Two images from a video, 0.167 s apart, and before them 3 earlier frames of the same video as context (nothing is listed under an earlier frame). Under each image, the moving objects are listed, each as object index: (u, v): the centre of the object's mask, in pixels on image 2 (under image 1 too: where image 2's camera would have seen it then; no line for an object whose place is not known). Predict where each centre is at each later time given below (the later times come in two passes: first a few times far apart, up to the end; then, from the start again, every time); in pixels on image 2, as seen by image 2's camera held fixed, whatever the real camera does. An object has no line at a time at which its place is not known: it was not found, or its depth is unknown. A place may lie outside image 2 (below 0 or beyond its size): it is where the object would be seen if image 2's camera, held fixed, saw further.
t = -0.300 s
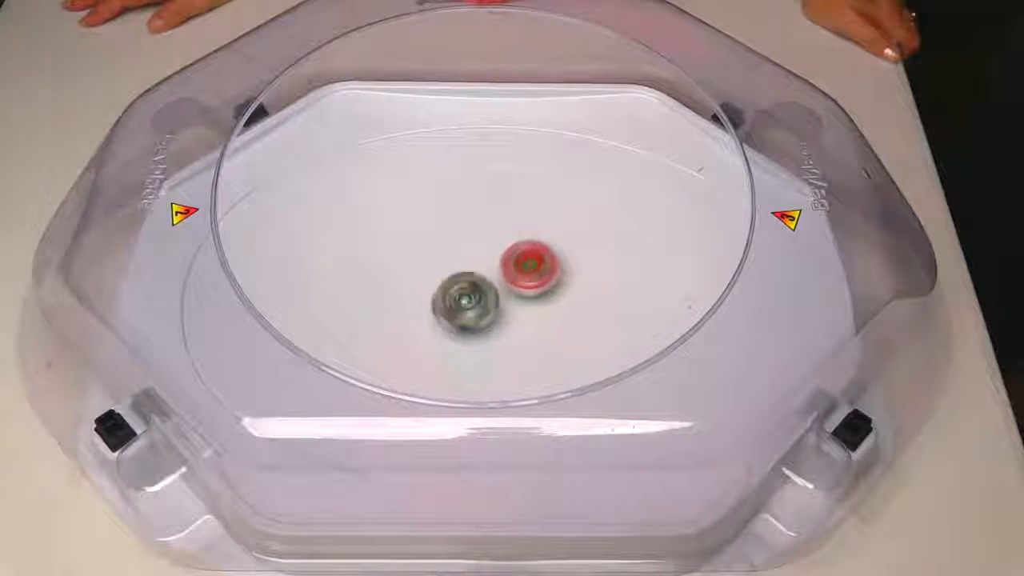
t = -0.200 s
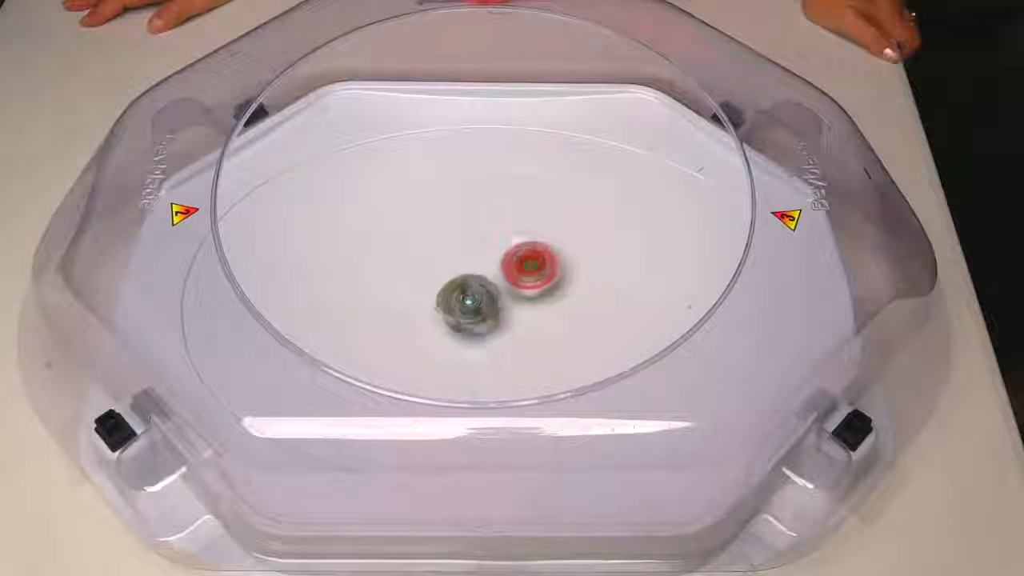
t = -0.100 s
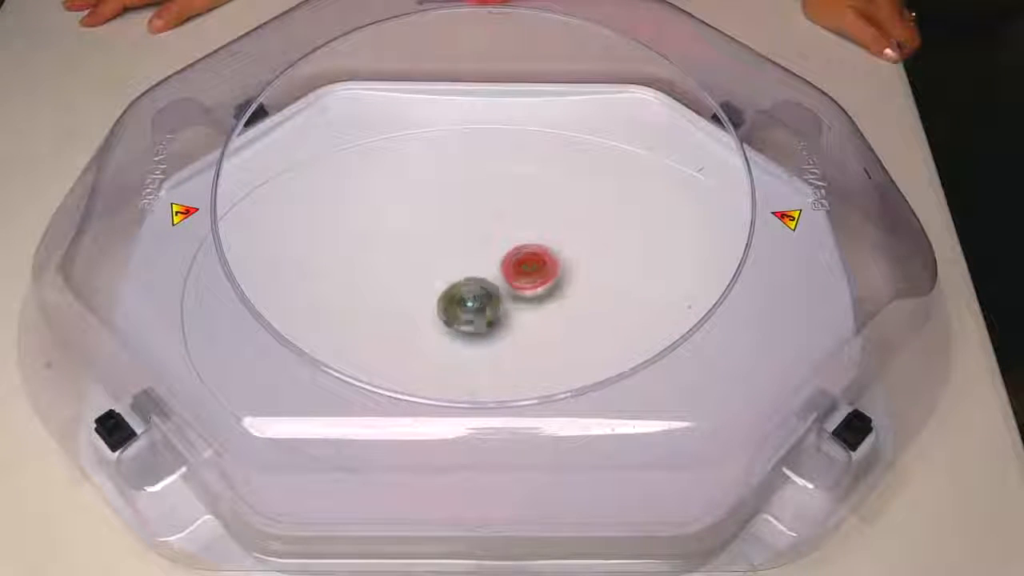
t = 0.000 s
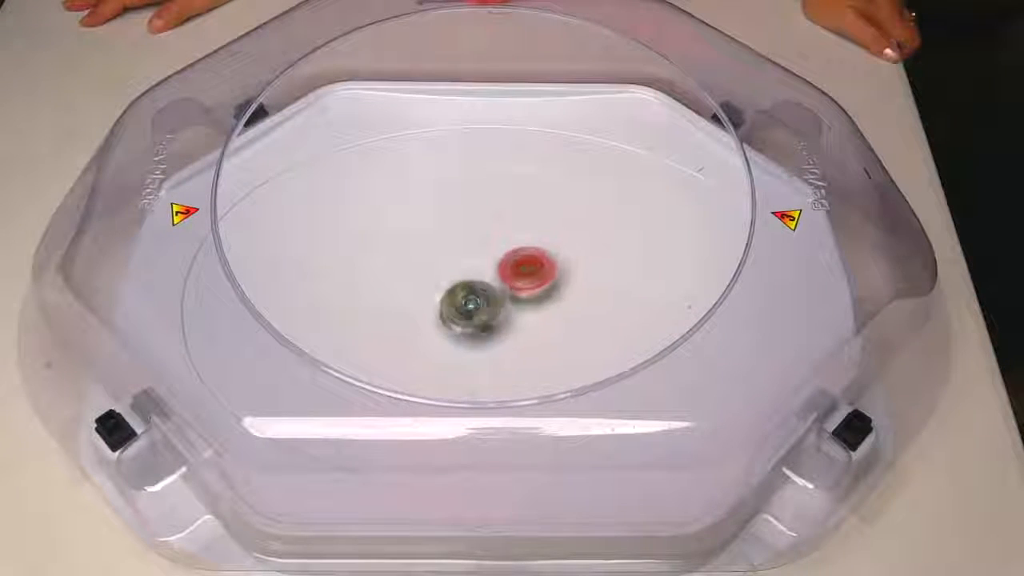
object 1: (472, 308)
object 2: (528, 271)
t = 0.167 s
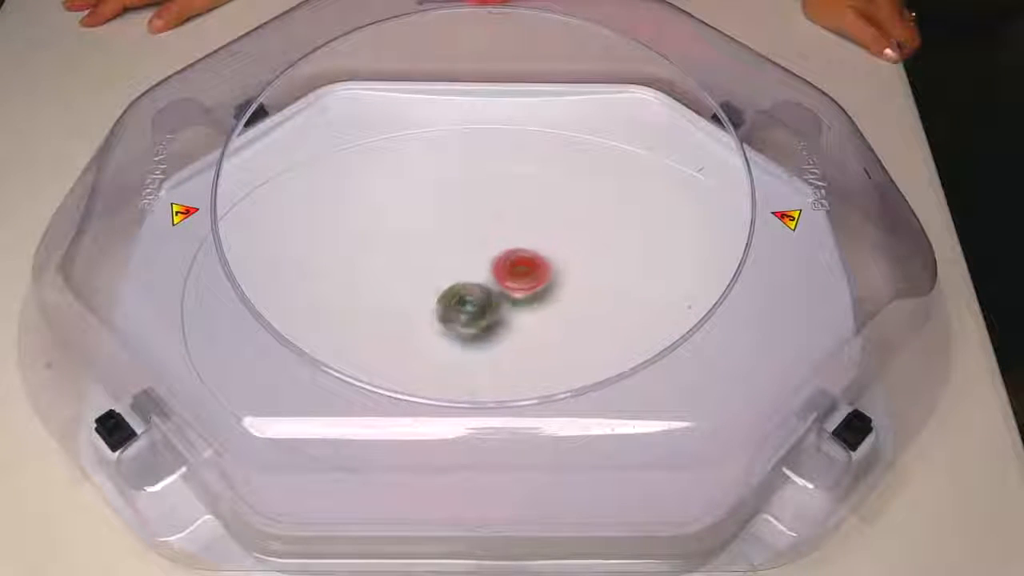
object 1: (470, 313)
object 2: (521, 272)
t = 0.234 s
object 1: (467, 312)
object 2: (520, 272)
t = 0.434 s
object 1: (455, 306)
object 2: (529, 267)
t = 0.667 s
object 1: (473, 294)
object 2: (530, 270)
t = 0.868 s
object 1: (460, 297)
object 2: (531, 276)
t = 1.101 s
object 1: (451, 288)
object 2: (525, 276)
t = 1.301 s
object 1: (455, 282)
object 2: (527, 277)
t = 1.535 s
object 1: (455, 283)
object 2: (527, 276)
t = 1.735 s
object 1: (455, 282)
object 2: (525, 277)
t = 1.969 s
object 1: (446, 284)
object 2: (523, 278)
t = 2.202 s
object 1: (446, 276)
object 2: (522, 277)
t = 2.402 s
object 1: (453, 285)
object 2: (519, 276)
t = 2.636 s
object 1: (424, 284)
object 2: (525, 285)
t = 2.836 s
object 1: (427, 273)
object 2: (522, 288)
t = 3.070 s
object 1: (455, 274)
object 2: (516, 284)
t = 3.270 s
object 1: (466, 272)
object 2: (536, 294)
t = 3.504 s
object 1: (458, 273)
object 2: (540, 311)
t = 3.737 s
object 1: (461, 273)
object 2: (523, 305)
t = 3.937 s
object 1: (459, 273)
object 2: (518, 286)
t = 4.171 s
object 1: (459, 274)
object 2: (532, 281)
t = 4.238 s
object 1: (460, 274)
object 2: (534, 282)
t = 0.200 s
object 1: (469, 313)
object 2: (520, 272)
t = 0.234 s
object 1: (467, 312)
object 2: (520, 272)
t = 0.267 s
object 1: (457, 311)
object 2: (527, 269)
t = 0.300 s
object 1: (458, 312)
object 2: (528, 269)
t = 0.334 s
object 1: (455, 309)
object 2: (529, 269)
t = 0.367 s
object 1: (456, 308)
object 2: (528, 267)
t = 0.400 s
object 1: (456, 308)
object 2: (528, 267)
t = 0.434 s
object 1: (455, 306)
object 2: (529, 267)
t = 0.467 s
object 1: (456, 304)
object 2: (530, 266)
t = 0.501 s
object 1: (457, 302)
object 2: (531, 267)
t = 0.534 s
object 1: (458, 300)
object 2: (530, 266)
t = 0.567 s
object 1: (461, 296)
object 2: (531, 268)
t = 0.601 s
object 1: (463, 297)
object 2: (530, 268)
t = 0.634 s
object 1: (469, 294)
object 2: (530, 269)
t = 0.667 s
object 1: (473, 294)
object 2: (530, 270)
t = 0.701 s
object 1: (471, 295)
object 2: (530, 270)
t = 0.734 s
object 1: (471, 293)
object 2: (531, 271)
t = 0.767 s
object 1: (473, 295)
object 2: (531, 272)
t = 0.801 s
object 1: (468, 296)
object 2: (533, 273)
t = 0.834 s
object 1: (465, 296)
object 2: (535, 274)
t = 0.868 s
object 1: (460, 297)
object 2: (531, 276)
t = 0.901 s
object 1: (457, 295)
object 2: (530, 276)
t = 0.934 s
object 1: (456, 297)
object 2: (530, 275)
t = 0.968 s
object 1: (453, 294)
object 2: (530, 276)
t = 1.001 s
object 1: (450, 296)
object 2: (529, 277)
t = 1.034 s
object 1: (451, 294)
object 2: (527, 277)
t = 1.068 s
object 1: (451, 290)
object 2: (526, 277)
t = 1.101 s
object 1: (451, 288)
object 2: (525, 276)
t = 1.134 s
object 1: (452, 286)
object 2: (525, 276)
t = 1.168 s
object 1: (455, 285)
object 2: (523, 276)
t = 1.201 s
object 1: (457, 283)
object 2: (522, 276)
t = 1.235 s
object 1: (455, 283)
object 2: (525, 276)
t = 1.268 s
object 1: (454, 283)
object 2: (527, 277)
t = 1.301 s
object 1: (455, 282)
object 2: (527, 277)
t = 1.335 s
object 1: (455, 282)
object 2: (528, 277)
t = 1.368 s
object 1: (456, 282)
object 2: (527, 275)
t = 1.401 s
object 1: (455, 284)
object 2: (527, 275)
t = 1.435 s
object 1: (455, 283)
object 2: (528, 275)
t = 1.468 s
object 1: (454, 283)
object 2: (528, 276)
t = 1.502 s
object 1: (455, 283)
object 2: (528, 276)
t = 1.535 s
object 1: (455, 283)
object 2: (527, 276)
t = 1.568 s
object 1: (455, 282)
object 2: (527, 276)
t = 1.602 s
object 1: (456, 281)
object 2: (527, 277)
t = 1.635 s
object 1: (455, 282)
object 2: (526, 277)
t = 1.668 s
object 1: (455, 282)
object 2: (526, 277)
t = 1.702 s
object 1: (455, 282)
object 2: (525, 277)
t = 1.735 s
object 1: (455, 282)
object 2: (525, 277)
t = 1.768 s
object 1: (453, 285)
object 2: (524, 278)
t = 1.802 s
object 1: (452, 285)
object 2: (523, 277)
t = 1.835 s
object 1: (450, 285)
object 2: (523, 276)
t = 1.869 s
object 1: (451, 283)
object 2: (522, 276)
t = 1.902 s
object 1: (450, 283)
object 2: (521, 277)
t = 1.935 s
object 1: (450, 284)
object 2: (522, 277)
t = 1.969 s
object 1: (446, 284)
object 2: (523, 278)
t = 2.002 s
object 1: (444, 284)
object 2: (523, 278)
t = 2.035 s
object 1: (441, 283)
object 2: (523, 278)
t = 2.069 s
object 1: (441, 282)
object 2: (522, 277)
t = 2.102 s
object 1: (441, 280)
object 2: (523, 276)
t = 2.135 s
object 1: (444, 278)
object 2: (523, 276)
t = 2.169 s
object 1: (444, 277)
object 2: (522, 277)
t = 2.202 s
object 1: (446, 276)
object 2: (522, 277)
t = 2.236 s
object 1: (446, 277)
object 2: (522, 277)
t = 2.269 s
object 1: (447, 280)
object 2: (521, 276)
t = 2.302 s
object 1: (448, 282)
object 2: (521, 276)
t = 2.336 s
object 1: (451, 282)
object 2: (521, 277)
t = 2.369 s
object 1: (454, 283)
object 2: (519, 277)
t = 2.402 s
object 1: (453, 285)
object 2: (519, 276)
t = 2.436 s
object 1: (454, 285)
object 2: (521, 277)
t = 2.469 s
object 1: (453, 285)
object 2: (522, 278)
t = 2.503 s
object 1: (451, 284)
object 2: (521, 280)
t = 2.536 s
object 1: (440, 290)
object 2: (525, 283)
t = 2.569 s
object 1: (434, 291)
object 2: (525, 284)
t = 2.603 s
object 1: (430, 287)
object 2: (525, 285)
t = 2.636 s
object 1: (424, 284)
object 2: (525, 285)
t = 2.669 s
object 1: (421, 284)
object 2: (525, 285)
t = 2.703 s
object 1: (421, 282)
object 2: (526, 287)
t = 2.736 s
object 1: (421, 277)
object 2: (524, 287)
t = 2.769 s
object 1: (422, 276)
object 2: (523, 288)
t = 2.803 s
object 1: (424, 274)
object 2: (522, 288)
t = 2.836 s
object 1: (427, 273)
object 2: (522, 288)
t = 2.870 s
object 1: (429, 271)
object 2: (520, 288)
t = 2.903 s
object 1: (432, 271)
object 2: (519, 287)
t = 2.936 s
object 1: (436, 271)
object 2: (519, 286)
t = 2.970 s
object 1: (441, 273)
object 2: (518, 286)
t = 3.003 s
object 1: (444, 273)
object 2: (517, 285)
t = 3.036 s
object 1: (450, 274)
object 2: (516, 284)
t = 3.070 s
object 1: (455, 274)
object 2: (516, 284)
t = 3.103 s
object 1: (459, 274)
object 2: (519, 286)
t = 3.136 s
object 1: (462, 273)
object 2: (522, 286)
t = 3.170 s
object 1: (464, 273)
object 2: (524, 287)
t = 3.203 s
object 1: (465, 272)
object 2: (527, 289)
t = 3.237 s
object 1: (466, 272)
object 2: (532, 291)
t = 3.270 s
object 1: (466, 272)
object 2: (536, 294)
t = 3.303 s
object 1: (466, 272)
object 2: (538, 296)
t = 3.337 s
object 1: (465, 273)
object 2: (541, 300)
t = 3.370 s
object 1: (464, 273)
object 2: (541, 303)
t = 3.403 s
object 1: (463, 272)
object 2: (542, 305)
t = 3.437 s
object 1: (460, 273)
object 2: (542, 308)
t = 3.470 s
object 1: (458, 274)
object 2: (541, 310)
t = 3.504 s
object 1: (458, 273)
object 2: (540, 311)
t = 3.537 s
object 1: (458, 273)
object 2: (537, 312)
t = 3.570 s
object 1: (459, 274)
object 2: (535, 312)
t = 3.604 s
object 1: (460, 274)
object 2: (533, 312)
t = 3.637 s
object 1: (460, 273)
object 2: (531, 312)
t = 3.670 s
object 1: (461, 273)
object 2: (528, 309)
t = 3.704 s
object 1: (461, 273)
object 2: (527, 307)
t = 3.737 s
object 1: (461, 273)
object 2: (523, 305)
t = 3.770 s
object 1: (460, 273)
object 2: (520, 302)
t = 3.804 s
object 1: (460, 273)
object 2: (518, 299)
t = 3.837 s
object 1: (460, 273)
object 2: (516, 295)
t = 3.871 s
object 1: (460, 273)
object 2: (516, 291)
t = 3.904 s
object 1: (459, 273)
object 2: (516, 289)
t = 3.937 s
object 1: (459, 273)
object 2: (518, 286)
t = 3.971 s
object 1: (458, 274)
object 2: (519, 283)
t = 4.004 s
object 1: (459, 274)
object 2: (521, 283)
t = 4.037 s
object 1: (459, 274)
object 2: (526, 279)
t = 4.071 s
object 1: (459, 274)
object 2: (528, 279)
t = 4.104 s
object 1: (459, 274)
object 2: (529, 280)
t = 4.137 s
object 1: (459, 274)
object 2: (530, 280)
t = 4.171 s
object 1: (459, 274)
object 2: (532, 281)
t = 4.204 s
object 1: (460, 274)
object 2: (533, 282)
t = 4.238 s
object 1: (460, 274)
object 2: (534, 282)
